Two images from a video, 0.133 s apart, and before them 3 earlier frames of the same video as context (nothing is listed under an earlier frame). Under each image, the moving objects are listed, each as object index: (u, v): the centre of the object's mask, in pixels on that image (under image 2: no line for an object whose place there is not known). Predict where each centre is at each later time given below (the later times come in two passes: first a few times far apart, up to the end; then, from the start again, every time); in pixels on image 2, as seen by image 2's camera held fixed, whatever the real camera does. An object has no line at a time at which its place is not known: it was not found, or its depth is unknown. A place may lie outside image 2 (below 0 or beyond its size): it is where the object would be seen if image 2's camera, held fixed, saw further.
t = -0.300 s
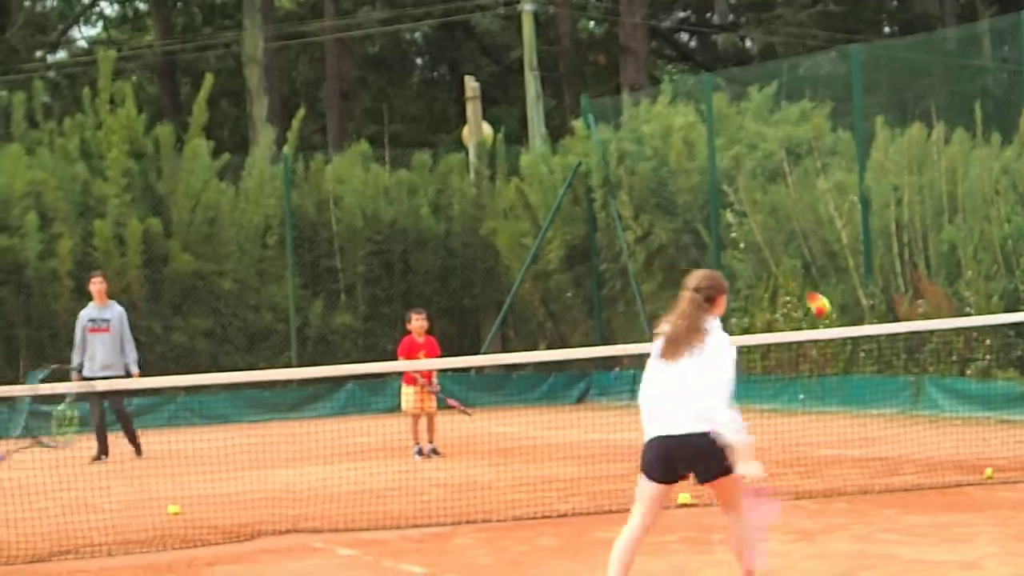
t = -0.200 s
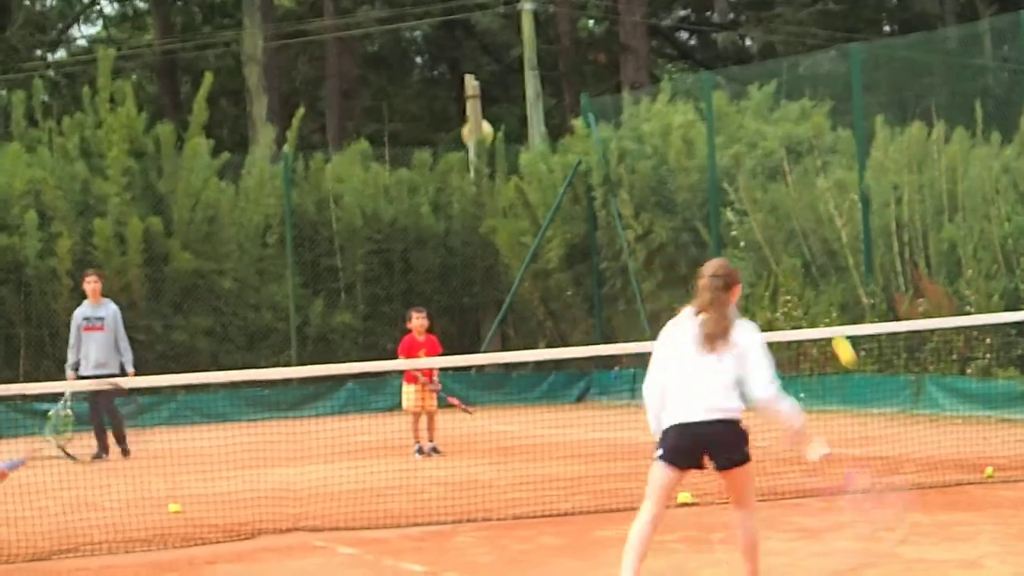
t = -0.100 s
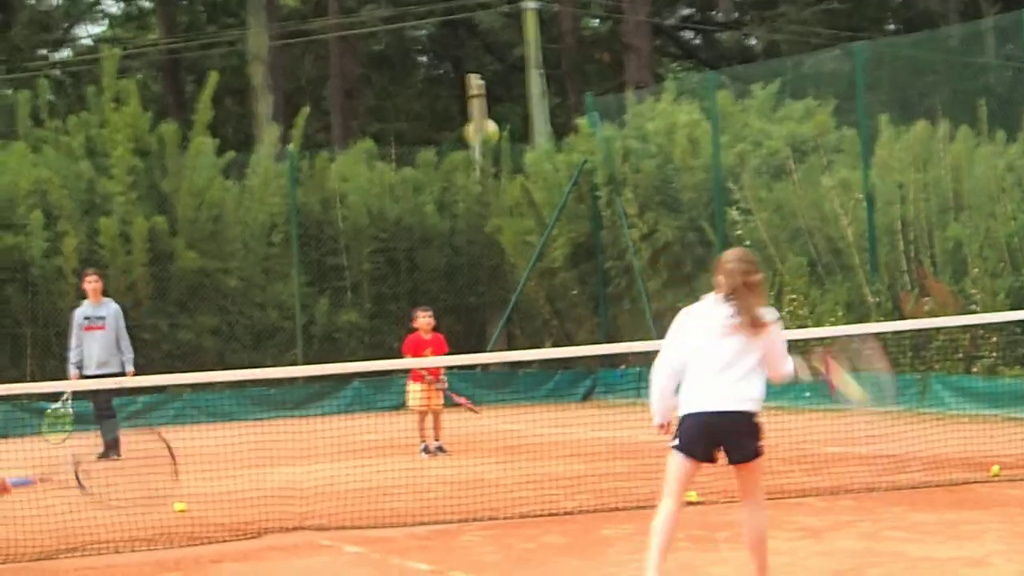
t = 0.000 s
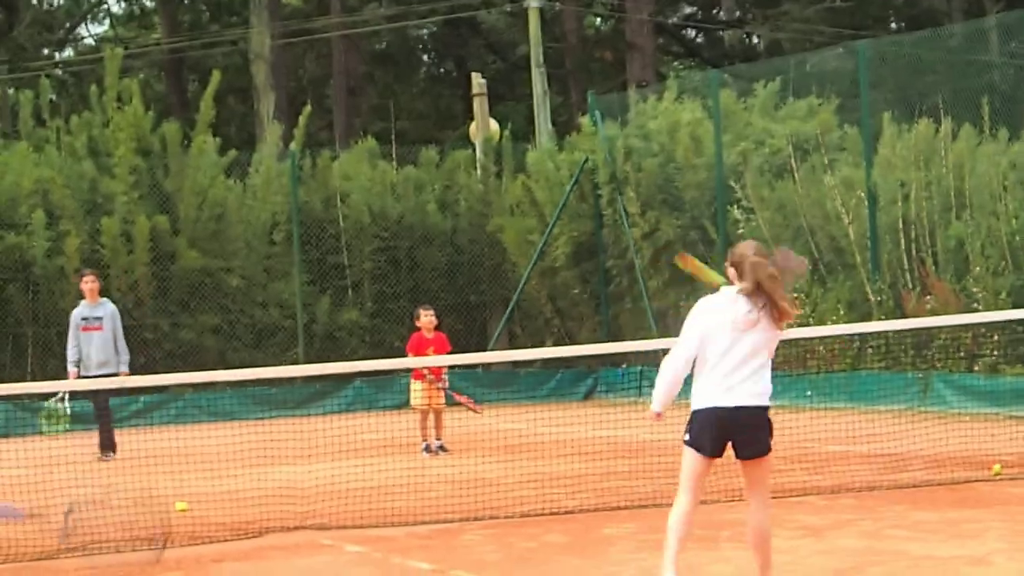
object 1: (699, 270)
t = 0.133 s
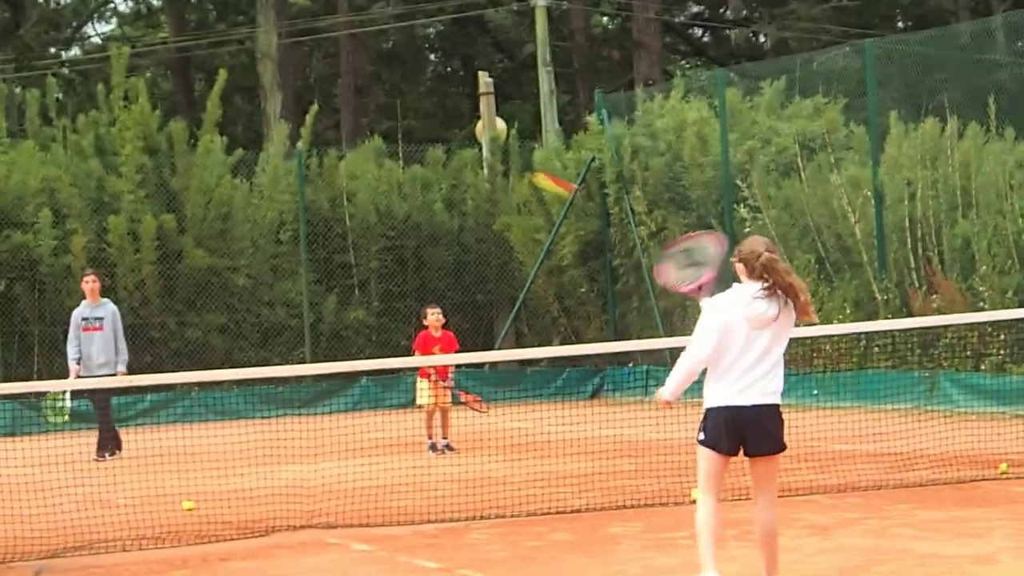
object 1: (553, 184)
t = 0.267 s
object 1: (430, 146)
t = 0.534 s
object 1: (245, 175)
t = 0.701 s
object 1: (155, 246)
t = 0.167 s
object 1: (520, 171)
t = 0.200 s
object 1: (491, 161)
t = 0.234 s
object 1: (459, 152)
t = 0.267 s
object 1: (430, 146)
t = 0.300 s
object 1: (403, 144)
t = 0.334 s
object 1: (380, 143)
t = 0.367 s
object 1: (352, 144)
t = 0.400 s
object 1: (331, 147)
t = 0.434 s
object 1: (307, 152)
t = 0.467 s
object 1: (285, 158)
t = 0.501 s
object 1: (265, 166)
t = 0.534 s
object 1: (245, 175)
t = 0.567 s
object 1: (225, 187)
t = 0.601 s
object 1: (207, 199)
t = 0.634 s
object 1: (188, 214)
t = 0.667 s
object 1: (171, 230)
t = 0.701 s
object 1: (155, 246)
